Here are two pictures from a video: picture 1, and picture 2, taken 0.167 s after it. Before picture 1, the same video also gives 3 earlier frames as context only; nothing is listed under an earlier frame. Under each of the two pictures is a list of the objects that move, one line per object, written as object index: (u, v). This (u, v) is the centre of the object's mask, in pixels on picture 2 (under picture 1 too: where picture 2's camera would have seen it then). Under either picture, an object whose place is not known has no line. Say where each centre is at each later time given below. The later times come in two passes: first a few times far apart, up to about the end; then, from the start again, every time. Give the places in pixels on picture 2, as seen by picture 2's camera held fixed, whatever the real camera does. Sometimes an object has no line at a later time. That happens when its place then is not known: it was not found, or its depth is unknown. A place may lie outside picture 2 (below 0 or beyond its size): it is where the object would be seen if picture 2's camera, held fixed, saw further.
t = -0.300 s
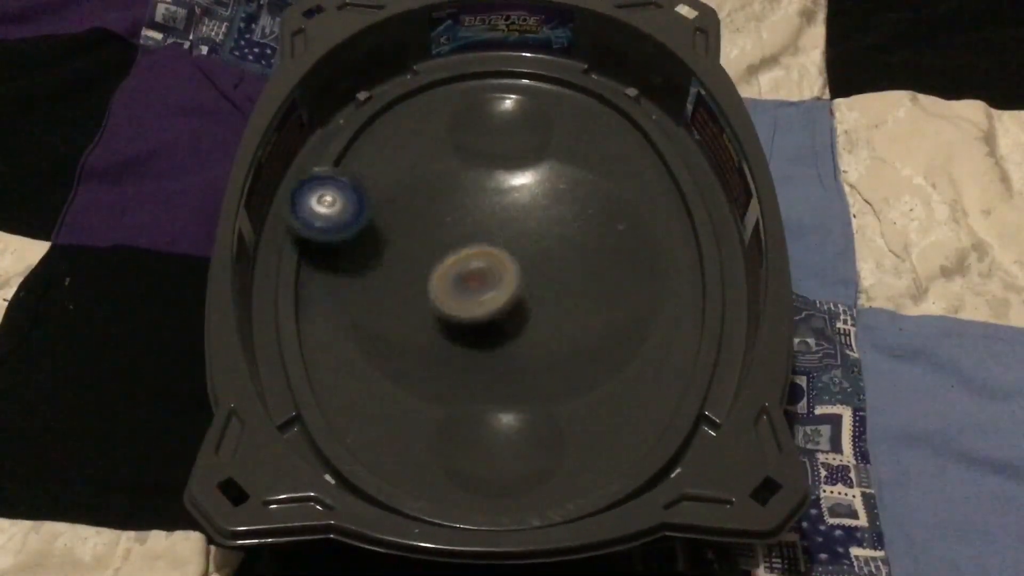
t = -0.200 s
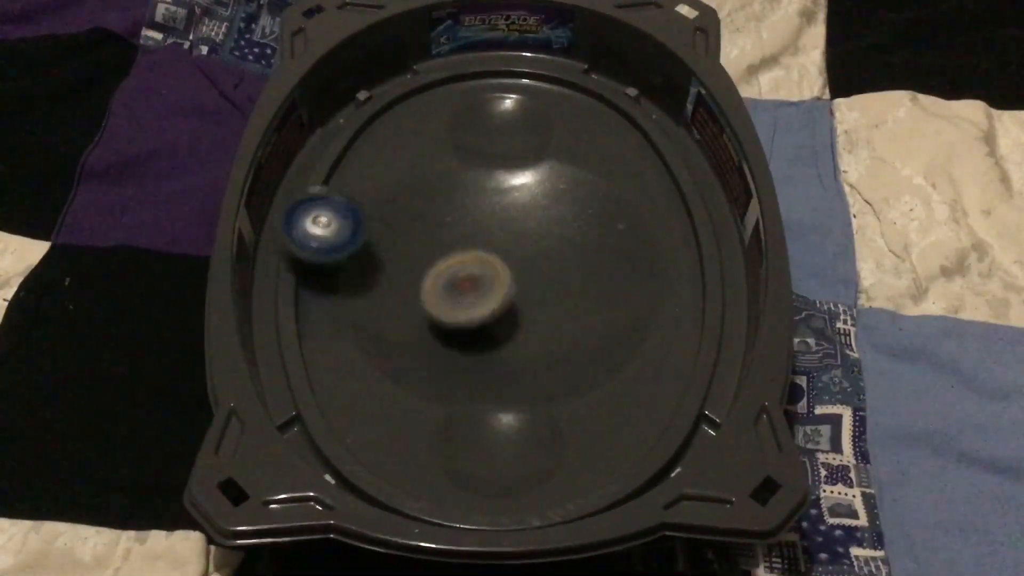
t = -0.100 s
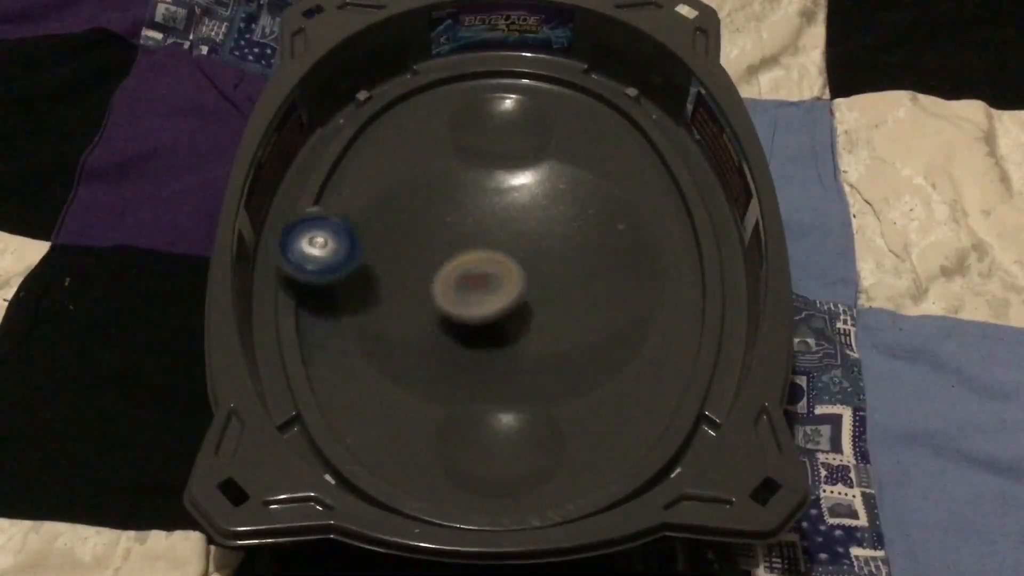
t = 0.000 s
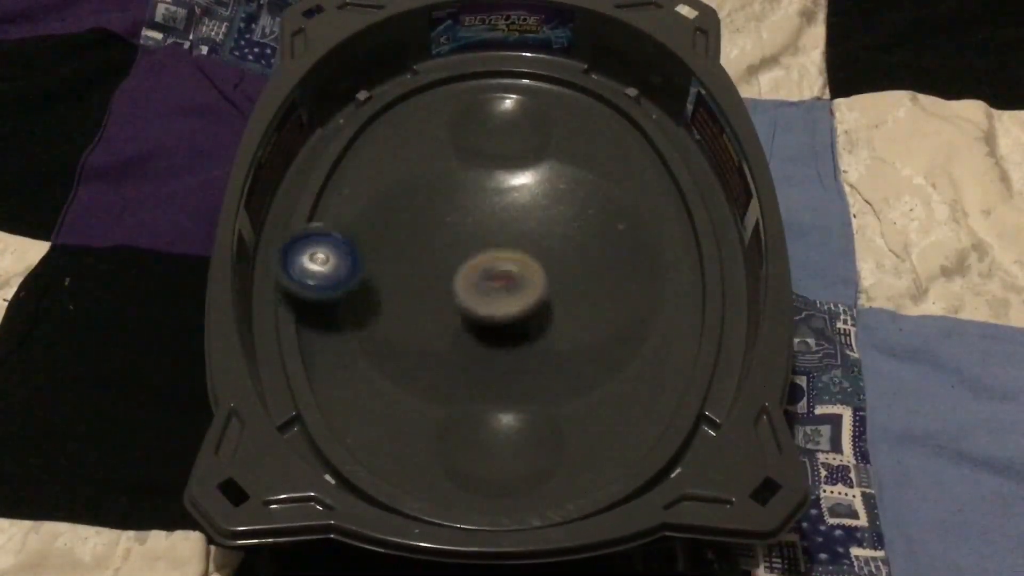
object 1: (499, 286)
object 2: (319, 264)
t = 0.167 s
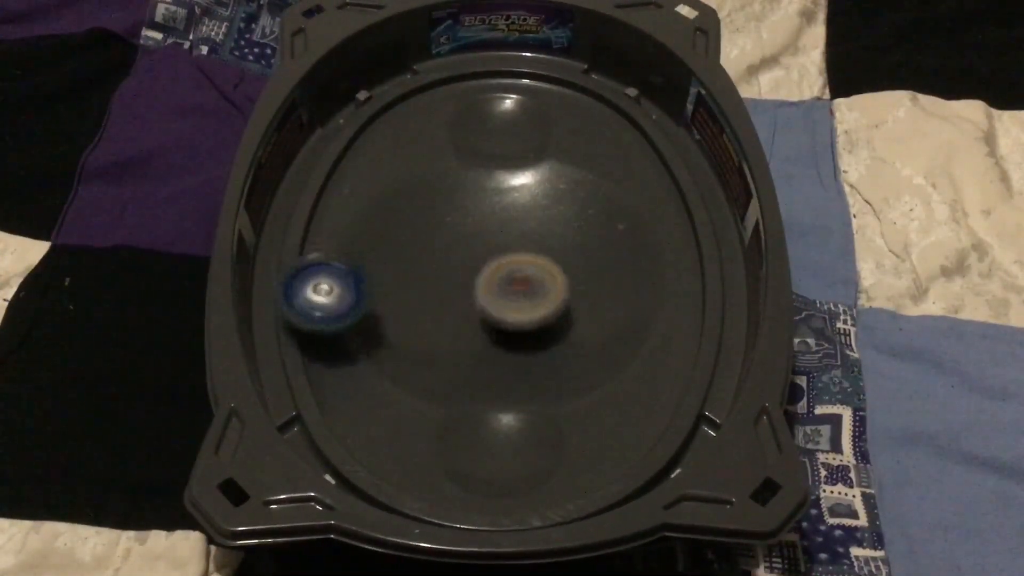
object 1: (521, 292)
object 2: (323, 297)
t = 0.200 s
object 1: (518, 290)
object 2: (325, 303)
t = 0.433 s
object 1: (480, 263)
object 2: (341, 326)
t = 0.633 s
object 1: (458, 280)
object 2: (382, 312)
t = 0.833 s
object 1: (598, 202)
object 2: (336, 283)
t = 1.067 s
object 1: (516, 179)
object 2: (443, 220)
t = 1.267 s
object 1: (626, 91)
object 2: (460, 288)
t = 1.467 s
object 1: (572, 107)
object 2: (489, 312)
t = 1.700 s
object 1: (492, 138)
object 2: (471, 295)
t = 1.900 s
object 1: (469, 166)
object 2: (535, 254)
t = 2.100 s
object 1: (491, 302)
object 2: (598, 276)
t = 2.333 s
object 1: (466, 353)
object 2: (553, 308)
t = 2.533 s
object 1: (461, 318)
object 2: (505, 217)
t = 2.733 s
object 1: (451, 243)
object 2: (553, 134)
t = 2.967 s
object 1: (443, 194)
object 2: (574, 78)
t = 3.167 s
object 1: (455, 220)
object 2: (527, 65)
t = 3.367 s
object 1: (494, 231)
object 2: (497, 73)
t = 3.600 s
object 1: (529, 217)
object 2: (475, 126)
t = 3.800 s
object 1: (546, 221)
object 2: (495, 85)
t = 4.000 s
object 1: (535, 241)
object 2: (553, 162)
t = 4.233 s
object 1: (526, 328)
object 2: (526, 241)
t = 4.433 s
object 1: (509, 323)
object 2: (451, 255)
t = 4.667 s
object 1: (497, 274)
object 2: (420, 209)
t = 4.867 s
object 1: (488, 258)
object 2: (470, 179)
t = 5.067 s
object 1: (507, 290)
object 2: (529, 190)
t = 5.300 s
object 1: (547, 300)
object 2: (515, 232)
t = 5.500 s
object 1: (541, 290)
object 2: (453, 240)
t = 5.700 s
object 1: (515, 258)
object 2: (429, 221)
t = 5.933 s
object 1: (514, 263)
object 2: (427, 222)
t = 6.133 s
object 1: (555, 282)
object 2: (440, 234)
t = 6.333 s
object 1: (579, 291)
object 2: (478, 277)
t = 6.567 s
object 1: (584, 300)
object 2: (471, 295)
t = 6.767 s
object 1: (542, 282)
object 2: (435, 267)
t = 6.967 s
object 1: (491, 261)
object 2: (419, 211)
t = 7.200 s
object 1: (466, 264)
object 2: (466, 181)
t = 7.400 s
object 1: (473, 283)
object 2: (540, 223)
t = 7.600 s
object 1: (489, 292)
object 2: (584, 268)
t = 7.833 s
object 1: (479, 271)
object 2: (574, 287)
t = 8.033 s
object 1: (447, 242)
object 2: (537, 268)
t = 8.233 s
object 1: (419, 226)
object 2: (528, 249)
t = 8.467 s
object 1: (429, 248)
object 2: (528, 228)
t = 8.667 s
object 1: (453, 290)
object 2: (547, 221)
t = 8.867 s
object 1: (487, 306)
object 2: (544, 215)
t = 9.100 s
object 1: (506, 303)
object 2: (518, 227)
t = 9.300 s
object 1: (491, 312)
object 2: (497, 206)
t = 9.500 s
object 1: (483, 291)
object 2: (475, 214)
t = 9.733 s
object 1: (503, 297)
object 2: (469, 202)
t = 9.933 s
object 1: (524, 289)
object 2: (478, 218)
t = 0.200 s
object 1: (518, 290)
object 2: (325, 303)
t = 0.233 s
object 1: (513, 284)
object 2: (326, 309)
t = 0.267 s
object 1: (507, 279)
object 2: (327, 314)
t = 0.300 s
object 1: (503, 274)
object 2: (329, 317)
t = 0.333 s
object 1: (498, 270)
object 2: (331, 322)
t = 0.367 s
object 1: (492, 267)
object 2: (333, 324)
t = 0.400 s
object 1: (486, 265)
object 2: (337, 325)
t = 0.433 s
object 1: (480, 263)
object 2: (341, 326)
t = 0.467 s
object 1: (474, 261)
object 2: (345, 329)
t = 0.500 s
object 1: (466, 262)
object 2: (351, 331)
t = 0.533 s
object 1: (458, 264)
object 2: (359, 331)
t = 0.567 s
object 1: (451, 269)
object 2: (366, 327)
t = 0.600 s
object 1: (448, 275)
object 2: (377, 318)
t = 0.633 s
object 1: (458, 280)
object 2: (382, 312)
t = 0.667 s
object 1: (488, 275)
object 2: (361, 307)
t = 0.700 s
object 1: (521, 263)
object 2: (339, 304)
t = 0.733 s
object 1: (550, 249)
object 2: (320, 299)
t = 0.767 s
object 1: (573, 231)
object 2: (322, 295)
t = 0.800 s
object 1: (590, 215)
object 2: (331, 288)
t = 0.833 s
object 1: (598, 202)
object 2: (336, 283)
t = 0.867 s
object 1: (602, 189)
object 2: (342, 278)
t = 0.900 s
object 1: (601, 179)
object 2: (350, 273)
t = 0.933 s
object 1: (592, 171)
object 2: (362, 264)
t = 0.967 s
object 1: (578, 168)
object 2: (377, 254)
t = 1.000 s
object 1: (558, 165)
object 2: (395, 241)
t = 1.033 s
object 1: (537, 175)
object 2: (422, 230)
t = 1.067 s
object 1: (516, 179)
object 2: (443, 220)
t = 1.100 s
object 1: (538, 160)
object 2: (434, 230)
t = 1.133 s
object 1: (562, 147)
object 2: (430, 245)
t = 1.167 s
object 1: (582, 130)
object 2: (431, 258)
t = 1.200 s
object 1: (602, 121)
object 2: (440, 270)
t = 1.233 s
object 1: (621, 104)
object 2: (450, 280)
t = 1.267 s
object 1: (626, 91)
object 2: (460, 288)
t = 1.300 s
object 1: (624, 86)
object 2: (469, 295)
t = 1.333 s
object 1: (618, 88)
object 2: (477, 301)
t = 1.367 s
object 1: (611, 87)
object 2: (483, 304)
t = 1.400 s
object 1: (598, 94)
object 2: (487, 308)
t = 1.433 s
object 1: (584, 105)
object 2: (489, 310)
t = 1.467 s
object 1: (572, 107)
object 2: (489, 312)
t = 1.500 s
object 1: (561, 112)
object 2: (489, 313)
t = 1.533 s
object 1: (552, 116)
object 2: (487, 313)
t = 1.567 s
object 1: (544, 123)
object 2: (483, 313)
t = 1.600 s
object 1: (534, 128)
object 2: (477, 310)
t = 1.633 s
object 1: (519, 134)
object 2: (474, 306)
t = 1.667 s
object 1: (505, 137)
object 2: (473, 301)
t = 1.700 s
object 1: (492, 138)
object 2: (471, 295)
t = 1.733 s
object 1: (480, 140)
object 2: (474, 288)
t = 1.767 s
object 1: (471, 143)
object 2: (480, 281)
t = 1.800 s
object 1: (466, 143)
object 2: (490, 273)
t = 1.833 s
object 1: (464, 145)
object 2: (503, 265)
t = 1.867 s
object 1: (466, 151)
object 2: (518, 258)
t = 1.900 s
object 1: (469, 166)
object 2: (535, 254)
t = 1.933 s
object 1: (471, 186)
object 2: (550, 252)
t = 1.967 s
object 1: (475, 213)
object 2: (565, 251)
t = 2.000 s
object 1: (477, 242)
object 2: (579, 253)
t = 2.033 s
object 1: (481, 264)
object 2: (589, 258)
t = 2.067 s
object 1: (487, 284)
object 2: (596, 264)
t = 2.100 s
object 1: (491, 302)
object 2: (598, 276)
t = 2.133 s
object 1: (497, 314)
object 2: (594, 287)
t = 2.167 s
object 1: (490, 327)
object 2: (597, 296)
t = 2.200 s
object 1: (480, 338)
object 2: (598, 299)
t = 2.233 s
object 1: (474, 346)
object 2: (594, 303)
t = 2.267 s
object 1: (469, 351)
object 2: (582, 308)
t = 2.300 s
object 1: (467, 353)
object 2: (568, 311)
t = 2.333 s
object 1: (466, 353)
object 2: (553, 308)
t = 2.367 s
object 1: (466, 351)
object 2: (541, 302)
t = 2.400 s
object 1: (466, 347)
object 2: (528, 292)
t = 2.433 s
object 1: (465, 342)
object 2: (516, 280)
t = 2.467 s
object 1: (464, 335)
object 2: (509, 260)
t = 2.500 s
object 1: (462, 328)
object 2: (505, 239)
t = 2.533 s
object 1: (461, 318)
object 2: (505, 217)
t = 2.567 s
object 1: (460, 307)
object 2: (507, 195)
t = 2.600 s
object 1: (458, 296)
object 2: (513, 176)
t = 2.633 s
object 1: (457, 282)
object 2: (522, 160)
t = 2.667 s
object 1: (454, 269)
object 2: (530, 147)
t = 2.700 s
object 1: (454, 256)
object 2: (540, 140)
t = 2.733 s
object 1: (451, 243)
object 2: (553, 134)
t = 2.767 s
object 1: (449, 232)
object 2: (563, 128)
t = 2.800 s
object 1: (448, 222)
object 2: (572, 121)
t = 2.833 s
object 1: (446, 211)
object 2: (577, 114)
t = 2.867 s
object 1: (445, 204)
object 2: (580, 104)
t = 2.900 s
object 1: (443, 199)
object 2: (580, 97)
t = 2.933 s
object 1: (442, 195)
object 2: (578, 88)
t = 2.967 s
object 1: (443, 194)
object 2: (574, 78)
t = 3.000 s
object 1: (443, 196)
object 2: (570, 72)
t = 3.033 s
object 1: (444, 199)
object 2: (562, 75)
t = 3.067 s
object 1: (446, 205)
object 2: (554, 73)
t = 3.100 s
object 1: (449, 209)
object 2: (545, 72)
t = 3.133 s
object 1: (452, 214)
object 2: (535, 68)
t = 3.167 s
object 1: (455, 220)
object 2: (527, 65)
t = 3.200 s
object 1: (460, 224)
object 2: (519, 62)
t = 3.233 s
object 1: (466, 228)
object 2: (512, 63)
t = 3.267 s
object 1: (473, 231)
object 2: (504, 65)
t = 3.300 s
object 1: (479, 233)
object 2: (500, 66)
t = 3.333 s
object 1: (486, 233)
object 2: (499, 68)
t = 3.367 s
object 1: (494, 231)
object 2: (497, 73)
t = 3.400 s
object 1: (499, 229)
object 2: (499, 90)
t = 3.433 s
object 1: (504, 227)
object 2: (501, 102)
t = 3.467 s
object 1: (509, 224)
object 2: (500, 113)
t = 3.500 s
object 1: (514, 222)
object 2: (497, 121)
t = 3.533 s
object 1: (520, 220)
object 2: (492, 126)
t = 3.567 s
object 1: (524, 219)
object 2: (482, 128)
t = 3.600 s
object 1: (529, 217)
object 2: (475, 126)
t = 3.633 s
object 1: (534, 214)
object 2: (469, 122)
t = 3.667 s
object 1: (539, 215)
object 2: (466, 117)
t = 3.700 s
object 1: (543, 216)
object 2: (467, 109)
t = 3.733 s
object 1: (546, 217)
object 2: (471, 100)
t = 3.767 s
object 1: (546, 218)
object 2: (479, 91)
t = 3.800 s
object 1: (546, 221)
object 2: (495, 85)
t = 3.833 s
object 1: (544, 223)
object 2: (514, 82)
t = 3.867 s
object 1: (542, 226)
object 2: (533, 91)
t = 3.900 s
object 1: (541, 229)
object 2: (546, 102)
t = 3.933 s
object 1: (539, 232)
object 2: (552, 116)
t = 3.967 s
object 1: (537, 235)
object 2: (552, 136)
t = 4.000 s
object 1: (535, 241)
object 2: (553, 162)
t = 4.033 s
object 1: (535, 256)
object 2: (548, 176)
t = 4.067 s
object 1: (533, 275)
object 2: (546, 184)
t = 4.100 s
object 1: (531, 290)
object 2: (546, 198)
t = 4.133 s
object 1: (530, 303)
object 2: (545, 209)
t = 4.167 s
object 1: (529, 314)
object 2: (541, 221)
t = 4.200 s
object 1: (528, 322)
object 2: (534, 232)
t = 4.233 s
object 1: (526, 328)
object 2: (526, 241)
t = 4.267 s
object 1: (524, 332)
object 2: (515, 248)
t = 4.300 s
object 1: (521, 334)
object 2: (502, 254)
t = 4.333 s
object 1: (518, 334)
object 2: (489, 257)
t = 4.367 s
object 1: (515, 332)
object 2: (476, 259)
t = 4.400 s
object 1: (512, 328)
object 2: (462, 258)
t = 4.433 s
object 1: (509, 323)
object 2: (451, 255)
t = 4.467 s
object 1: (507, 316)
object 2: (441, 251)
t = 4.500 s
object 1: (505, 308)
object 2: (432, 246)
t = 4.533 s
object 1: (502, 300)
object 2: (427, 241)
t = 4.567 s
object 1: (499, 292)
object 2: (424, 235)
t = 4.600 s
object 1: (496, 282)
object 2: (424, 228)
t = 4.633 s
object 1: (493, 275)
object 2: (425, 224)
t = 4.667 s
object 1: (497, 274)
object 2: (420, 209)
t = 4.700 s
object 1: (499, 271)
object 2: (418, 194)
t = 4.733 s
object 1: (499, 268)
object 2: (421, 183)
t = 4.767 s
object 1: (498, 266)
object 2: (430, 175)
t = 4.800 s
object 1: (494, 262)
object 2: (441, 172)
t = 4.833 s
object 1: (491, 260)
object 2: (454, 174)
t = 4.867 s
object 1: (488, 258)
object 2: (470, 179)
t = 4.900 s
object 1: (486, 268)
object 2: (480, 173)
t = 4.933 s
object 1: (488, 280)
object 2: (491, 168)
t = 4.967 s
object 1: (493, 288)
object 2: (502, 167)
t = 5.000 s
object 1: (497, 290)
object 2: (513, 171)
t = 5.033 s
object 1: (501, 291)
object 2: (522, 179)
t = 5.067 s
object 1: (507, 290)
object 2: (529, 190)
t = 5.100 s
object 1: (515, 286)
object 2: (533, 203)
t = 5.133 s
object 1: (522, 289)
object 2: (532, 209)
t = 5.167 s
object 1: (530, 297)
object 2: (532, 210)
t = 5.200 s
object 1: (536, 300)
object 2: (529, 214)
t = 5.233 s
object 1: (542, 300)
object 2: (527, 220)
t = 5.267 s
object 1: (546, 299)
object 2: (522, 227)
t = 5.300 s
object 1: (547, 300)
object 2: (515, 232)
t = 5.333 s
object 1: (548, 302)
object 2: (507, 236)
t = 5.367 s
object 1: (548, 301)
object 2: (499, 240)
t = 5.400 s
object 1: (547, 299)
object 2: (487, 243)
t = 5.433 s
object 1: (548, 297)
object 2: (475, 244)
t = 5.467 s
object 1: (546, 294)
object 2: (462, 241)
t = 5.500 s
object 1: (541, 290)
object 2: (453, 240)
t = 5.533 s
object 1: (536, 286)
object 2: (444, 236)
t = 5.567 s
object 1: (533, 280)
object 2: (437, 231)
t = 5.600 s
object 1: (529, 273)
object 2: (432, 228)
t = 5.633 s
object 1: (526, 267)
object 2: (429, 225)
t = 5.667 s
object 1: (519, 261)
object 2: (428, 222)
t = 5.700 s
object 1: (515, 258)
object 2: (429, 221)
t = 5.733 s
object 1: (513, 255)
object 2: (427, 219)
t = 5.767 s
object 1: (512, 255)
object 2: (424, 218)
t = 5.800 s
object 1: (517, 255)
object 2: (420, 216)
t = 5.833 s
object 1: (519, 255)
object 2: (419, 216)
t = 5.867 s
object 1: (518, 255)
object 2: (418, 216)
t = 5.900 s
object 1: (517, 258)
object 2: (421, 218)
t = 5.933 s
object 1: (514, 263)
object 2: (427, 222)
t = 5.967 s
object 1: (514, 268)
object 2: (431, 224)
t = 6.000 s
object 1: (520, 274)
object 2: (431, 224)
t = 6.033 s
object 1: (529, 281)
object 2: (430, 225)
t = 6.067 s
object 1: (538, 283)
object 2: (430, 226)
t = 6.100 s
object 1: (547, 283)
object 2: (435, 229)
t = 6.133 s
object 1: (555, 282)
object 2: (440, 234)
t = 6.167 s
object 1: (563, 283)
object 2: (446, 240)
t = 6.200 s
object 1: (569, 284)
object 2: (453, 248)
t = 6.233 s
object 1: (575, 285)
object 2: (459, 253)
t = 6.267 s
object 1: (579, 286)
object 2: (466, 260)
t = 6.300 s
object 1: (579, 288)
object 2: (472, 268)
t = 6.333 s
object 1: (579, 291)
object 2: (478, 277)
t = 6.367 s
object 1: (578, 293)
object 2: (485, 284)
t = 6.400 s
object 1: (584, 295)
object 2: (481, 287)
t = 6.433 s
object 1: (589, 298)
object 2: (475, 291)
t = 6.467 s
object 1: (592, 301)
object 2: (473, 294)
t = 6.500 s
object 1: (592, 301)
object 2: (471, 295)
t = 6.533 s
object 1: (589, 301)
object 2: (471, 295)
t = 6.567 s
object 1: (584, 300)
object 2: (471, 295)
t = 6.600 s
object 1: (576, 297)
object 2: (473, 294)
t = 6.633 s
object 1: (569, 295)
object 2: (470, 293)
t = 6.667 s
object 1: (561, 292)
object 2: (463, 287)
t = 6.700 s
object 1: (551, 289)
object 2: (455, 282)
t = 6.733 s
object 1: (545, 286)
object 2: (448, 276)
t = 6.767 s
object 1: (542, 282)
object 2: (435, 267)
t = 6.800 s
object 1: (537, 276)
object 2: (426, 255)
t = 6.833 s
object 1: (529, 271)
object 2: (419, 244)
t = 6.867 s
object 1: (518, 265)
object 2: (416, 235)
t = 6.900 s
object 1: (508, 262)
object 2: (417, 226)
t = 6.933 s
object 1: (497, 260)
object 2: (420, 219)
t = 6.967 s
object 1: (491, 261)
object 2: (419, 211)
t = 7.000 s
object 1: (484, 260)
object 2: (419, 200)
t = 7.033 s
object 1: (478, 262)
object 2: (423, 190)
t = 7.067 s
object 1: (475, 263)
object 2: (427, 182)
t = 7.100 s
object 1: (471, 262)
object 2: (436, 177)
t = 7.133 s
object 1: (467, 264)
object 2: (446, 175)
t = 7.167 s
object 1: (468, 265)
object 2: (456, 178)
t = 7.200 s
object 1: (466, 264)
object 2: (466, 181)
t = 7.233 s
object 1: (465, 266)
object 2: (477, 187)
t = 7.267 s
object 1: (467, 270)
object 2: (488, 194)
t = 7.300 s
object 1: (468, 271)
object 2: (503, 200)
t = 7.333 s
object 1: (467, 275)
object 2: (514, 207)
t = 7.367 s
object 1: (471, 280)
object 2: (527, 216)
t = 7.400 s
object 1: (473, 283)
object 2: (540, 223)
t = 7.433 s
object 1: (474, 286)
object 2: (549, 231)
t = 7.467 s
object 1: (480, 290)
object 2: (560, 241)
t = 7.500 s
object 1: (484, 291)
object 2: (567, 248)
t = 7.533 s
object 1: (485, 292)
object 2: (575, 256)
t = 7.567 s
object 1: (490, 295)
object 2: (580, 262)
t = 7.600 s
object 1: (489, 292)
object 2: (584, 268)
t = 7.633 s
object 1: (486, 293)
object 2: (589, 271)
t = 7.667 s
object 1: (488, 292)
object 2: (593, 275)
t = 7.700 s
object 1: (484, 289)
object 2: (593, 278)
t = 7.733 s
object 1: (484, 286)
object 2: (591, 281)
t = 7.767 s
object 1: (486, 282)
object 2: (587, 283)
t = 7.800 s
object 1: (483, 277)
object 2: (580, 288)
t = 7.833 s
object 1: (479, 271)
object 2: (574, 287)
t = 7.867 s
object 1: (473, 264)
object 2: (569, 286)
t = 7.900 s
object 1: (467, 259)
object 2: (564, 284)
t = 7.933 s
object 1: (461, 254)
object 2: (558, 280)
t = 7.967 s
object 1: (455, 248)
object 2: (553, 276)
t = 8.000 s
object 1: (450, 245)
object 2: (546, 273)
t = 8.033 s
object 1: (447, 242)
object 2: (537, 268)
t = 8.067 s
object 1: (440, 238)
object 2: (538, 264)
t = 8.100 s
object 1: (435, 233)
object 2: (539, 261)
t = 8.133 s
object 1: (429, 229)
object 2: (537, 258)
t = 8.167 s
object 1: (423, 228)
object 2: (535, 255)
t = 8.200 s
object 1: (421, 227)
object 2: (532, 252)
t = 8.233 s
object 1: (419, 226)
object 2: (528, 249)
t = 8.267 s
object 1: (420, 228)
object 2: (523, 246)
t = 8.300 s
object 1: (424, 231)
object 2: (520, 241)
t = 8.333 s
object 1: (422, 231)
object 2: (522, 237)
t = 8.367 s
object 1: (422, 235)
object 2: (522, 235)
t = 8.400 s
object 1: (427, 239)
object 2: (524, 233)
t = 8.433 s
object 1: (430, 244)
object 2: (525, 232)
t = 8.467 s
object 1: (429, 248)
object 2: (528, 228)
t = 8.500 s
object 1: (427, 255)
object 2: (535, 224)
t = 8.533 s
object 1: (427, 262)
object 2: (538, 223)
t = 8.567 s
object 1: (429, 270)
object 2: (542, 220)
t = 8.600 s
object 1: (434, 278)
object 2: (545, 220)
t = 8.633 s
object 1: (442, 285)
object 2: (547, 220)
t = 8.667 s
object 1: (453, 290)
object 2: (547, 221)
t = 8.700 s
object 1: (464, 293)
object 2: (546, 224)
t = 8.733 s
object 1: (476, 295)
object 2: (544, 227)
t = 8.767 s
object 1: (486, 295)
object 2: (542, 229)
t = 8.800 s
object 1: (483, 299)
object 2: (542, 222)
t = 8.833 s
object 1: (485, 305)
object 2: (545, 217)
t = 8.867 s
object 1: (487, 306)
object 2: (544, 215)
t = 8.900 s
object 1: (490, 309)
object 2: (544, 215)
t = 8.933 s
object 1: (494, 309)
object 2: (542, 216)
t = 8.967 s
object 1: (497, 310)
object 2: (539, 218)
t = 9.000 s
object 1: (504, 309)
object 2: (533, 221)
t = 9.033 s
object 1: (504, 307)
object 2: (528, 225)
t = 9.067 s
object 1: (509, 304)
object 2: (524, 227)
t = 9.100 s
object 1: (506, 303)
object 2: (518, 227)
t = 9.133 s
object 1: (501, 307)
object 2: (512, 220)
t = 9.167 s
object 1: (500, 310)
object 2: (509, 210)
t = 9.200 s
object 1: (498, 314)
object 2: (504, 206)
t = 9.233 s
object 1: (493, 314)
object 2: (500, 205)
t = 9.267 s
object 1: (494, 313)
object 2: (499, 205)
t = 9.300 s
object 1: (491, 312)
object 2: (497, 206)
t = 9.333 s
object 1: (491, 307)
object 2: (493, 207)
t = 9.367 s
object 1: (490, 303)
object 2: (490, 211)
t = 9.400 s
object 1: (488, 296)
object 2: (487, 214)
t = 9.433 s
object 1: (488, 292)
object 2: (484, 217)
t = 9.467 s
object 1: (484, 293)
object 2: (478, 214)
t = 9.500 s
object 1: (483, 291)
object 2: (475, 214)
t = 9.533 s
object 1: (486, 291)
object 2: (473, 213)
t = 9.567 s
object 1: (486, 289)
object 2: (472, 213)
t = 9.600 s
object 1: (490, 288)
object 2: (472, 213)
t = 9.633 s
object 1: (489, 295)
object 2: (467, 207)
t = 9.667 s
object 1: (493, 295)
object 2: (467, 203)
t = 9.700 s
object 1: (498, 297)
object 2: (467, 201)
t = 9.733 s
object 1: (503, 297)
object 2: (469, 202)
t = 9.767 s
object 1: (508, 298)
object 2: (472, 204)
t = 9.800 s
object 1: (508, 296)
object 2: (475, 204)
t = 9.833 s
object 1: (514, 291)
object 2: (477, 208)
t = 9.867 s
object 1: (517, 289)
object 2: (482, 214)
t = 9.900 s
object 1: (519, 286)
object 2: (482, 217)
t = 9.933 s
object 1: (524, 289)
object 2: (478, 218)
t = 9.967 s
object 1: (527, 290)
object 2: (476, 218)
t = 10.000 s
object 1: (531, 287)
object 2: (476, 219)
